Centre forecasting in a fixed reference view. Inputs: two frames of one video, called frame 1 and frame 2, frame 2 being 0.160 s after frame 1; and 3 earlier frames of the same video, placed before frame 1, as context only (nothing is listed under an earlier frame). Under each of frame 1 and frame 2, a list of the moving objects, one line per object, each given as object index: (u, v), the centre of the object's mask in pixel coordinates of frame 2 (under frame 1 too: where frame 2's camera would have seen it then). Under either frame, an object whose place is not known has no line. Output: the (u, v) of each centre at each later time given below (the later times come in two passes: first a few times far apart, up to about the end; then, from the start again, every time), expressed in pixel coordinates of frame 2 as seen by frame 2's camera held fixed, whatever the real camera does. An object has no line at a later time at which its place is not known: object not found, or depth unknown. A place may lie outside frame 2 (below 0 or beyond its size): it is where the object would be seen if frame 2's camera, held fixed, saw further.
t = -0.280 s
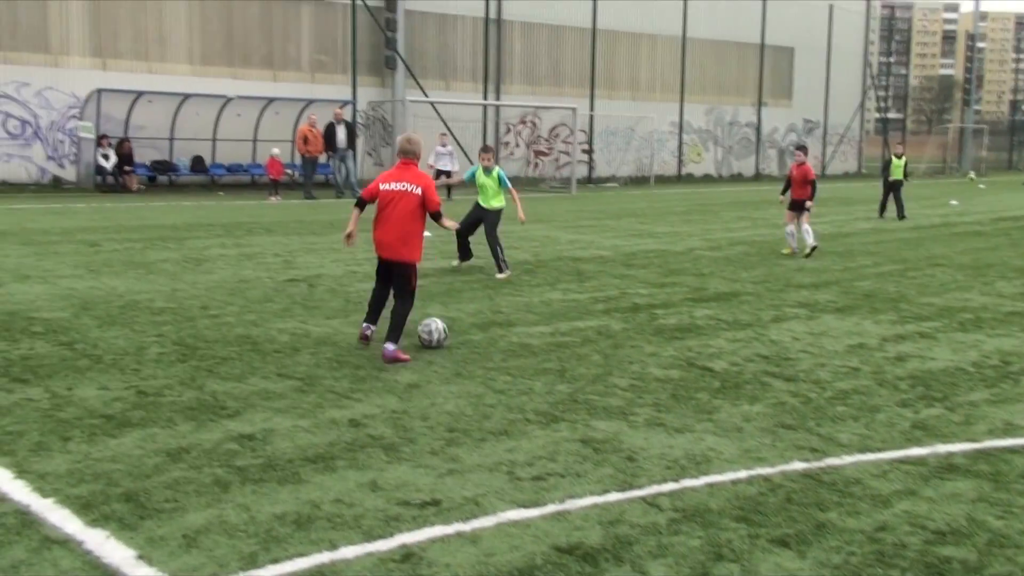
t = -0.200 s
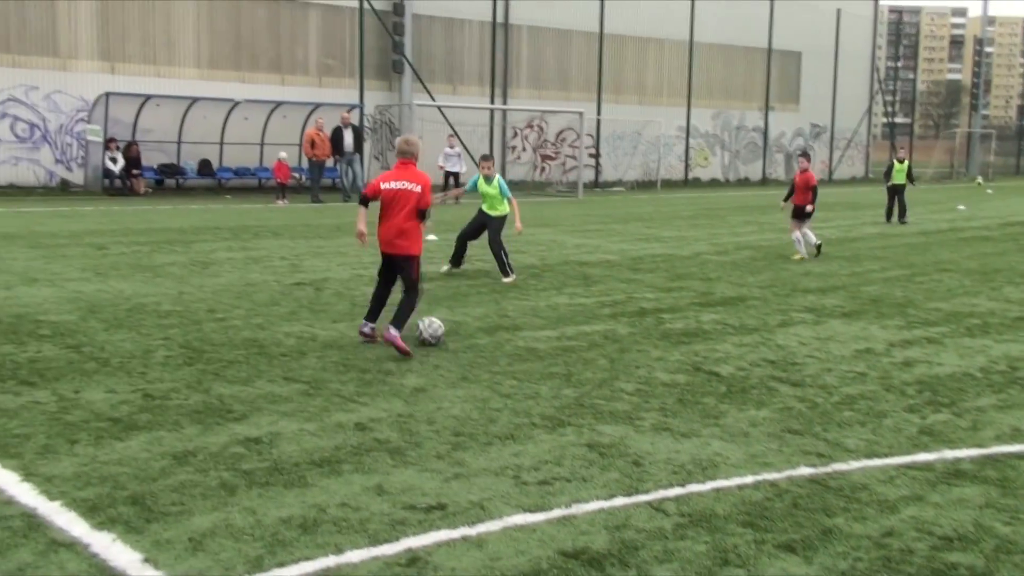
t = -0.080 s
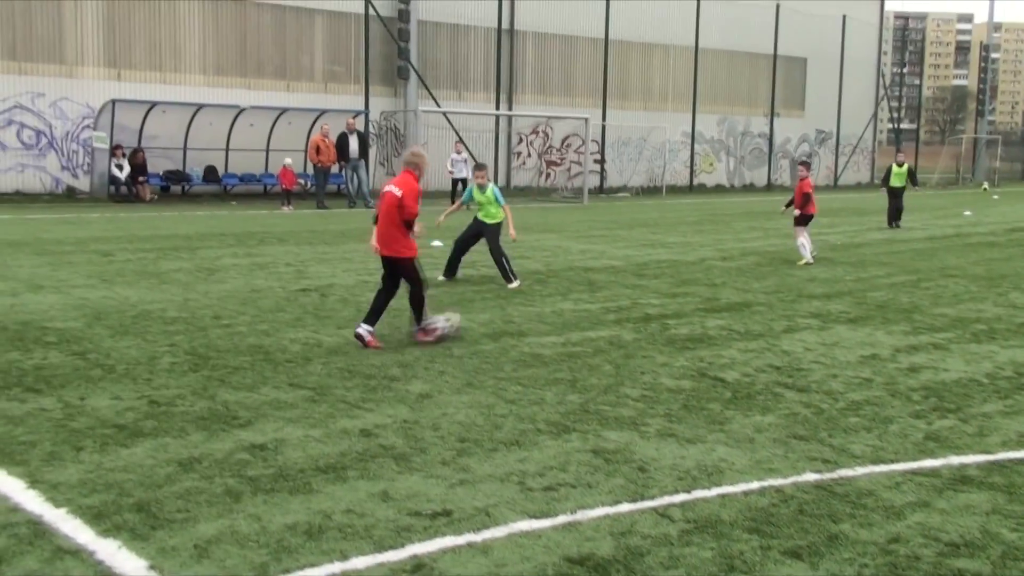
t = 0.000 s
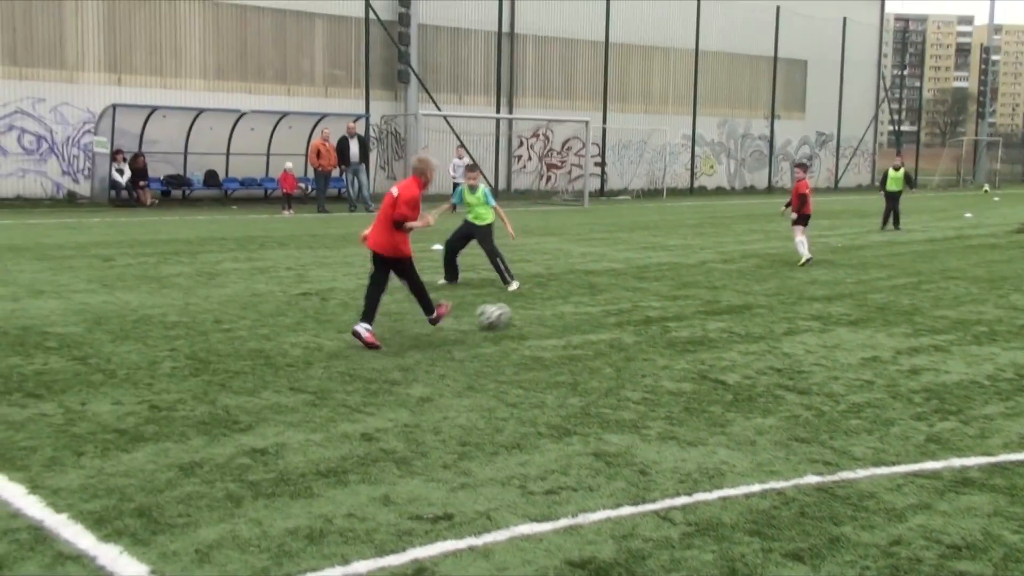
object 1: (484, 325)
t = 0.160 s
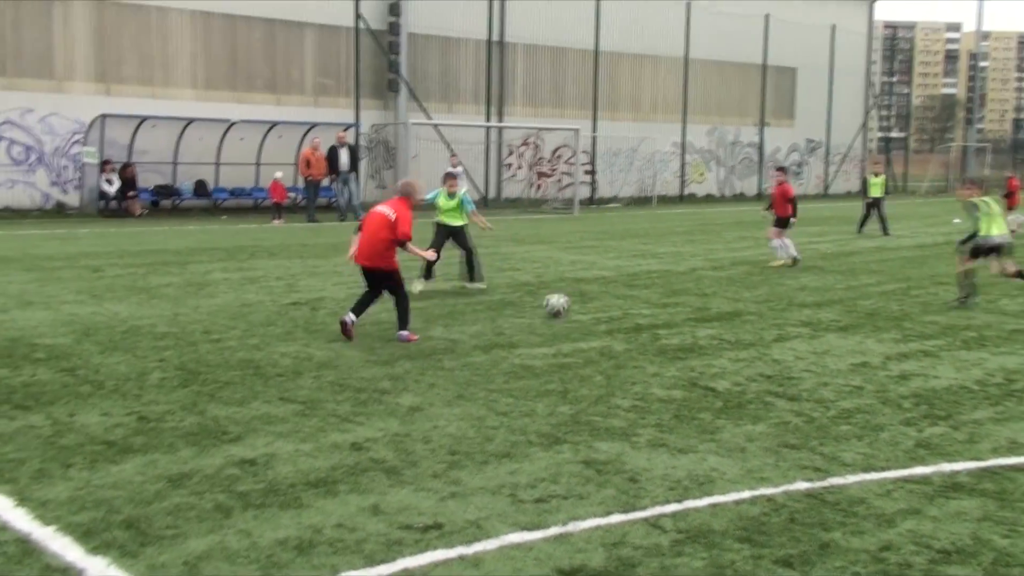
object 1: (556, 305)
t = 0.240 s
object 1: (583, 299)
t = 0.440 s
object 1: (630, 282)
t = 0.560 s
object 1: (650, 278)
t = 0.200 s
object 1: (571, 303)
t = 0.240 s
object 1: (583, 299)
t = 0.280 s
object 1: (594, 294)
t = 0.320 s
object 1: (604, 292)
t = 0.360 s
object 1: (615, 291)
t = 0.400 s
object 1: (623, 285)
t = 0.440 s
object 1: (630, 282)
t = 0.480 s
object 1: (637, 280)
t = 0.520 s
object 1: (644, 280)
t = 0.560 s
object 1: (650, 278)
